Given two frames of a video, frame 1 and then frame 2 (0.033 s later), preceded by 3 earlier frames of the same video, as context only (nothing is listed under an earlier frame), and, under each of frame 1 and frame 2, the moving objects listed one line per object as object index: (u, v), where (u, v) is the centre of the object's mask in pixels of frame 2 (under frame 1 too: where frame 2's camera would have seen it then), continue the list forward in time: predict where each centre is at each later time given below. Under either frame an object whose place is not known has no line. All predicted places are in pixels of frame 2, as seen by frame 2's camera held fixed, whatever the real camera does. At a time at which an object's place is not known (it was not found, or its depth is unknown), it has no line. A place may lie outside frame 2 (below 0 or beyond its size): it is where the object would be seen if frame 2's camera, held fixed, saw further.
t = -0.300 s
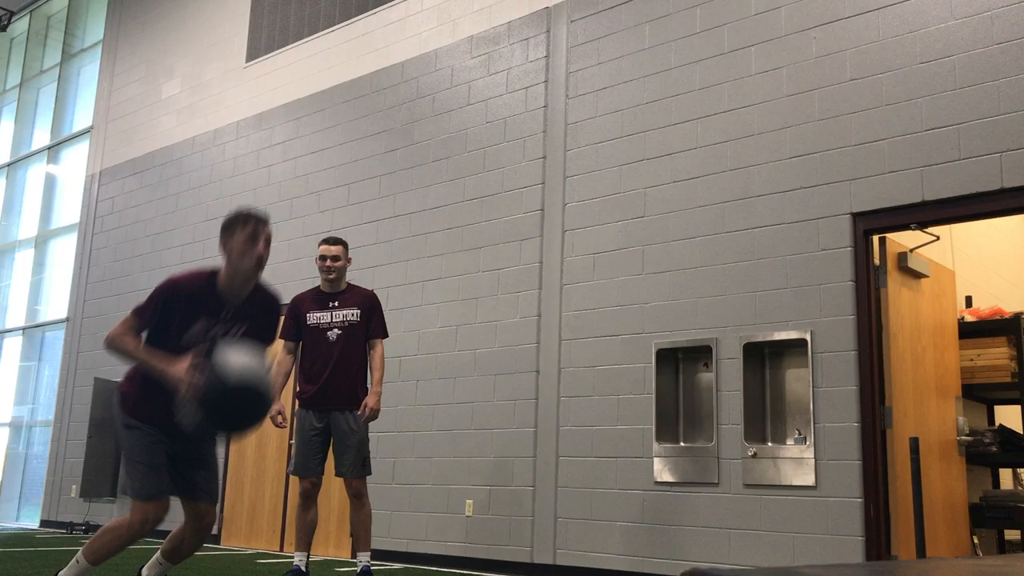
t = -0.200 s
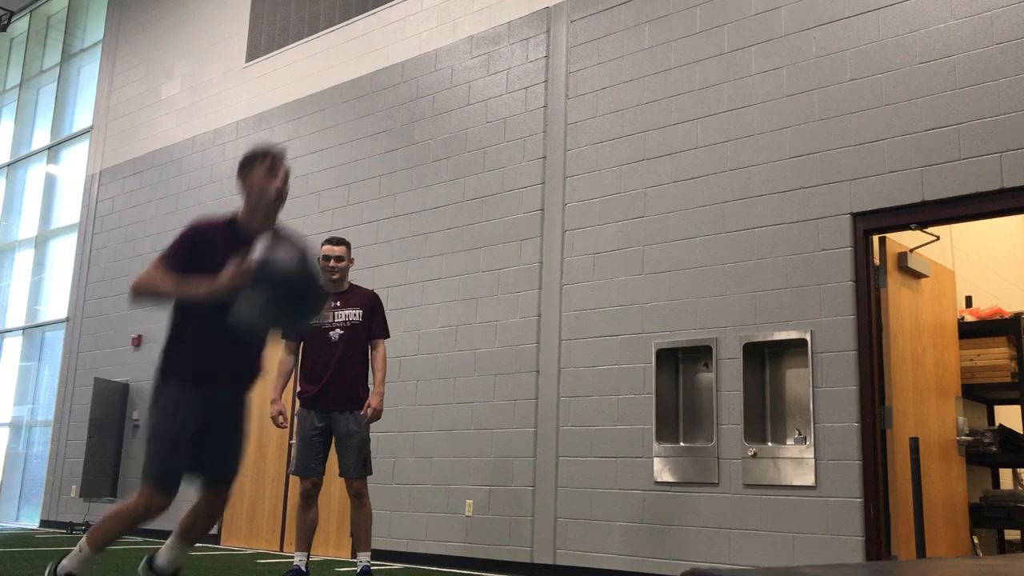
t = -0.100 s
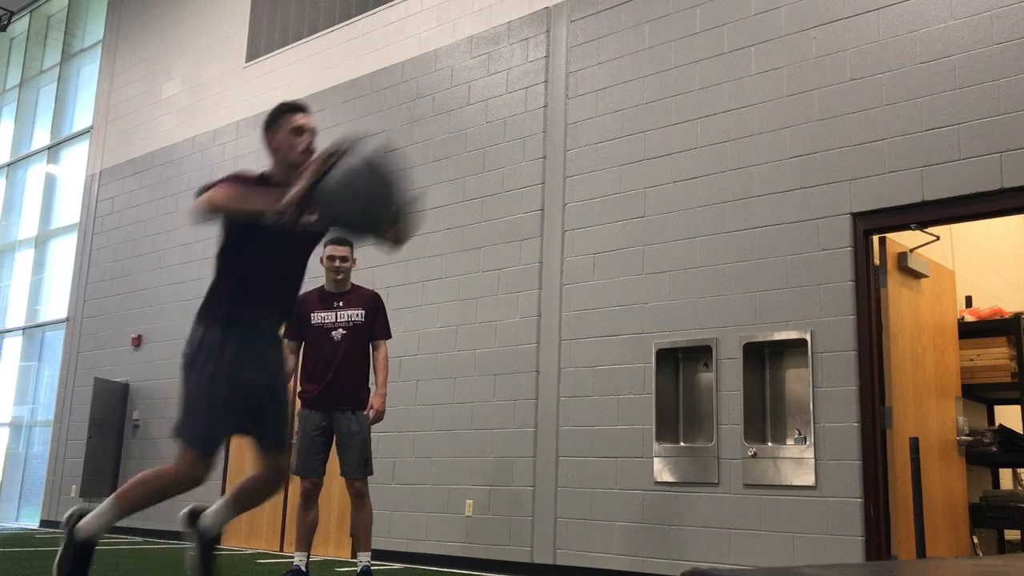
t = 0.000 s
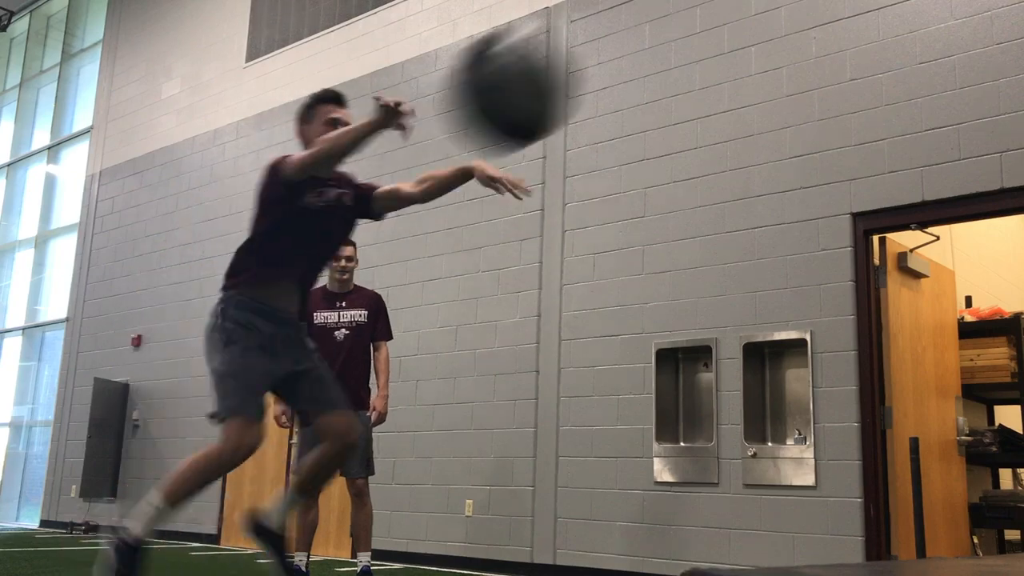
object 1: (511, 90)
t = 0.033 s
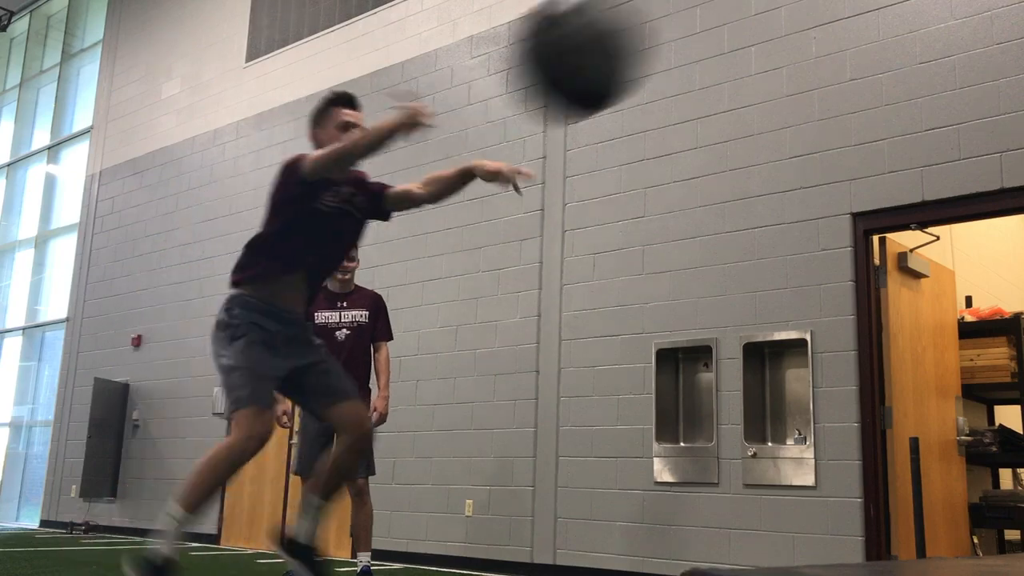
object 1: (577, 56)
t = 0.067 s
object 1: (655, 38)
